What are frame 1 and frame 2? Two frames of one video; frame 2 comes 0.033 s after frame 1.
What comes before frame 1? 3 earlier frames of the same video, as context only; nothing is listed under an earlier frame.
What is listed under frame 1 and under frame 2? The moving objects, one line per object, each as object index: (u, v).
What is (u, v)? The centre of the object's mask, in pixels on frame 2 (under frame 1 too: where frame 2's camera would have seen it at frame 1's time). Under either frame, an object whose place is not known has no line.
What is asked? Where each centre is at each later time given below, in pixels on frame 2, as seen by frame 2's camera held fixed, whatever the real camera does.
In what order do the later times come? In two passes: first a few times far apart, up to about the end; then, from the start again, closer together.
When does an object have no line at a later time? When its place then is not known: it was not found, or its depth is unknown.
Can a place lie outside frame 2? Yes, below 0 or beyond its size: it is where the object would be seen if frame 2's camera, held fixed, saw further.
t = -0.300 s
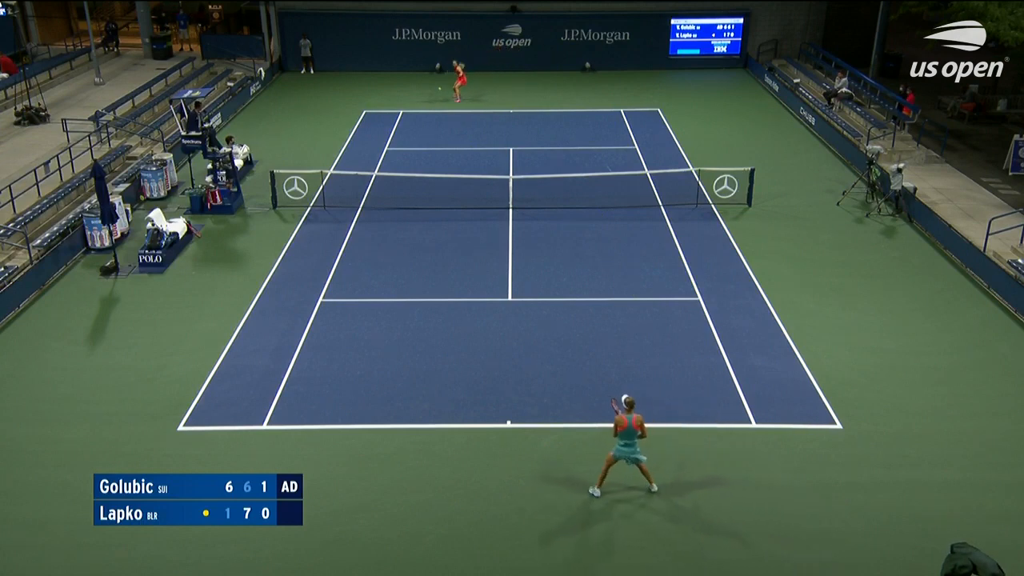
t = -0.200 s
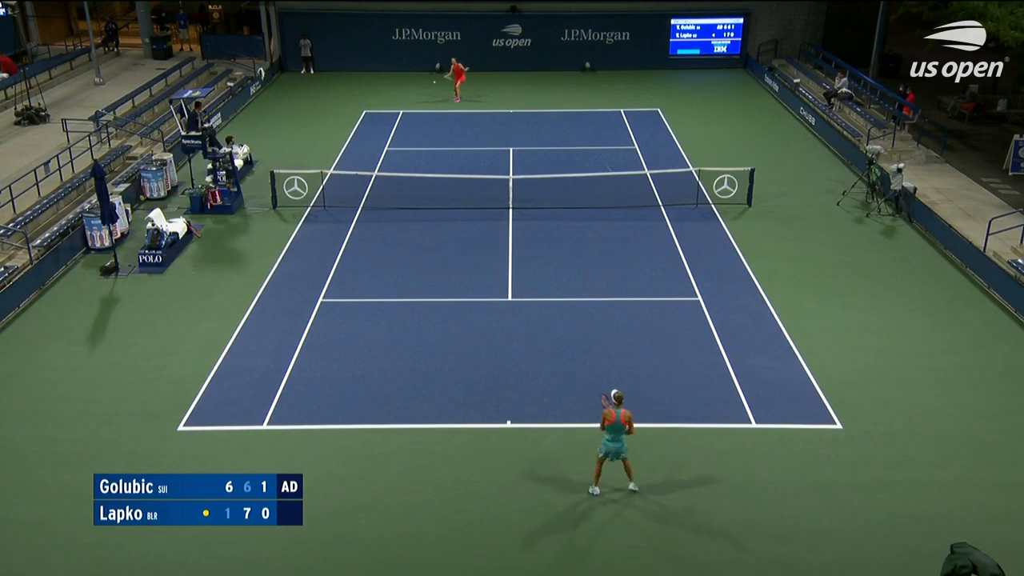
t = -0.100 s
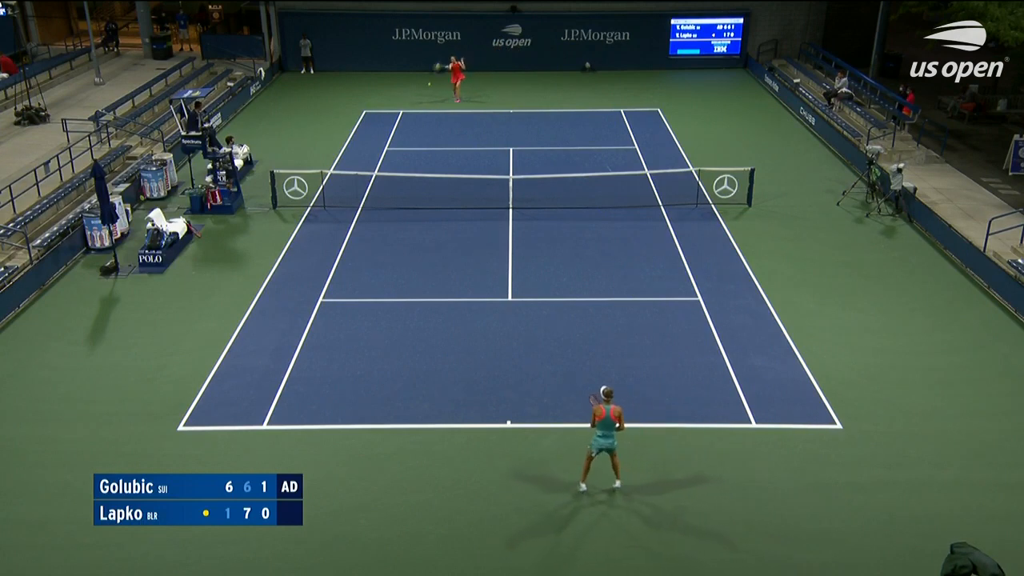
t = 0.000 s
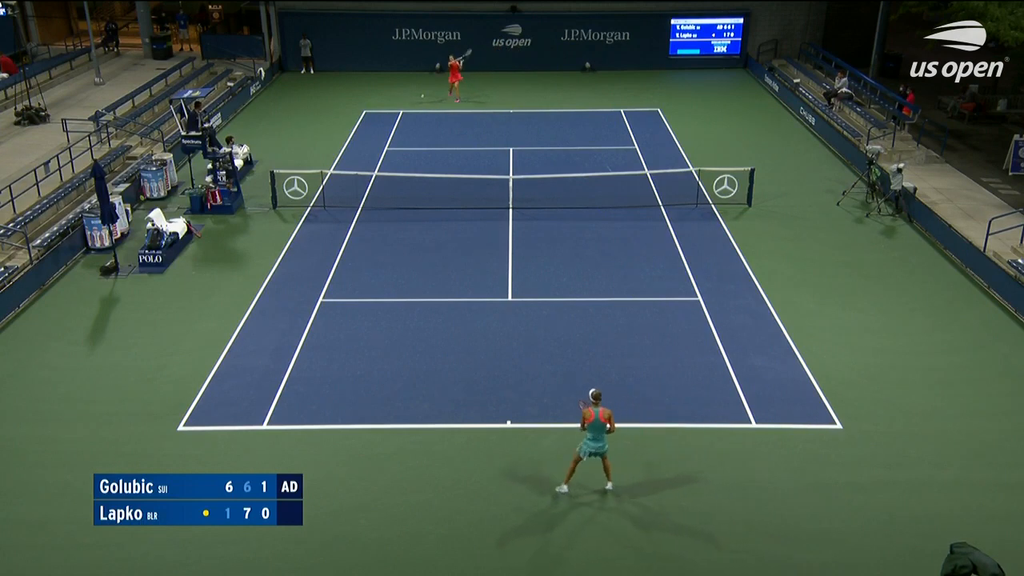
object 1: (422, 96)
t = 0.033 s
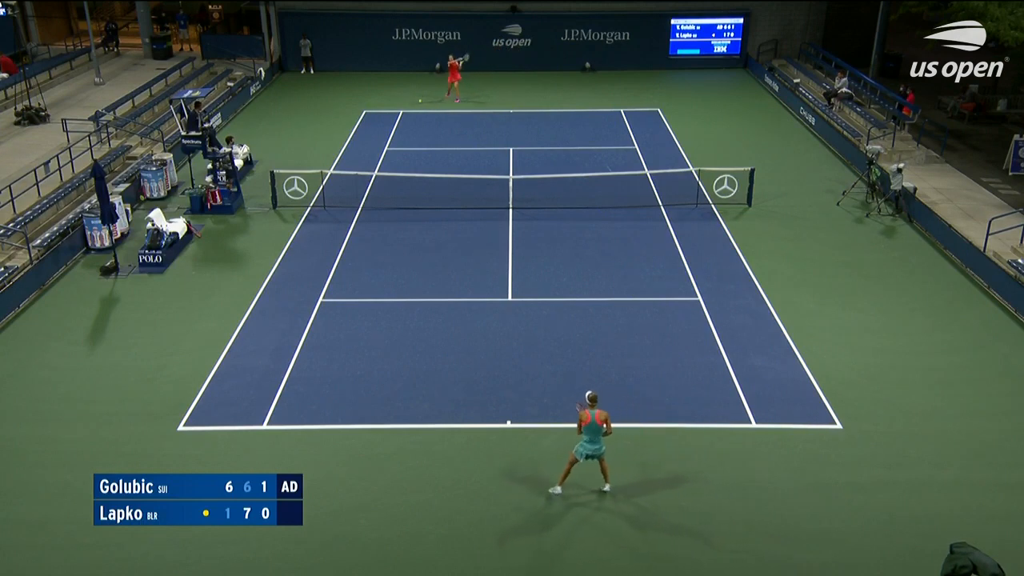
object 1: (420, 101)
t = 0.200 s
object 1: (406, 136)
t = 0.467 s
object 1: (379, 235)
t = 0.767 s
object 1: (340, 347)
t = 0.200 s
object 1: (406, 136)
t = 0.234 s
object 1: (403, 145)
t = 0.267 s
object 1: (400, 156)
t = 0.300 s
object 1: (397, 166)
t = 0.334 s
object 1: (393, 178)
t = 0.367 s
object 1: (390, 191)
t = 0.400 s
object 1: (386, 205)
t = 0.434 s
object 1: (382, 220)
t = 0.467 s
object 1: (379, 235)
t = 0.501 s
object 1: (375, 252)
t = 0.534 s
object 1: (371, 270)
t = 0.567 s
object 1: (366, 289)
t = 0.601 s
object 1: (362, 310)
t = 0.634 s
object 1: (359, 326)
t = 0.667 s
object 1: (354, 330)
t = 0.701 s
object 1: (349, 335)
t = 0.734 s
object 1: (345, 341)
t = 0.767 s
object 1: (340, 347)
